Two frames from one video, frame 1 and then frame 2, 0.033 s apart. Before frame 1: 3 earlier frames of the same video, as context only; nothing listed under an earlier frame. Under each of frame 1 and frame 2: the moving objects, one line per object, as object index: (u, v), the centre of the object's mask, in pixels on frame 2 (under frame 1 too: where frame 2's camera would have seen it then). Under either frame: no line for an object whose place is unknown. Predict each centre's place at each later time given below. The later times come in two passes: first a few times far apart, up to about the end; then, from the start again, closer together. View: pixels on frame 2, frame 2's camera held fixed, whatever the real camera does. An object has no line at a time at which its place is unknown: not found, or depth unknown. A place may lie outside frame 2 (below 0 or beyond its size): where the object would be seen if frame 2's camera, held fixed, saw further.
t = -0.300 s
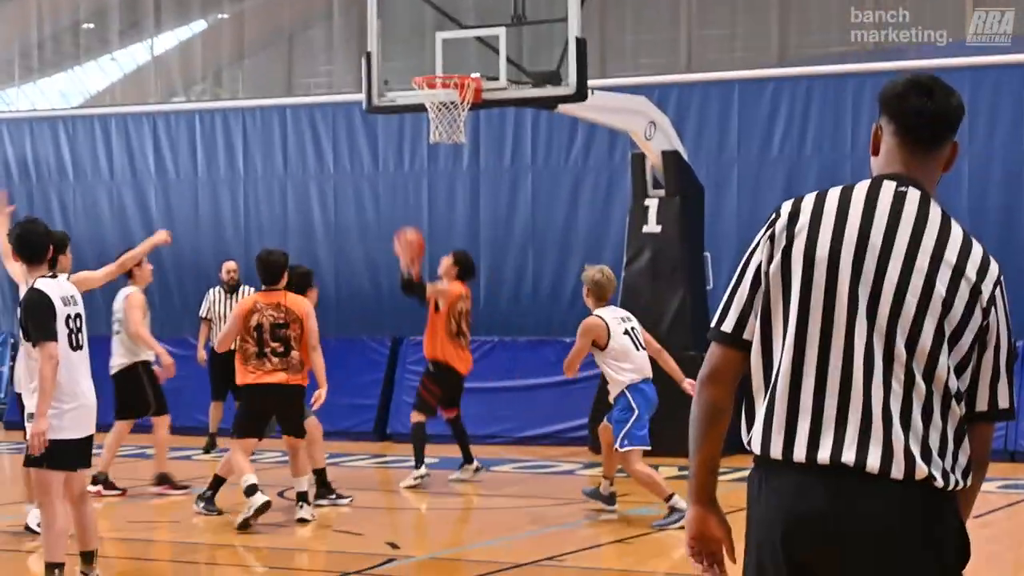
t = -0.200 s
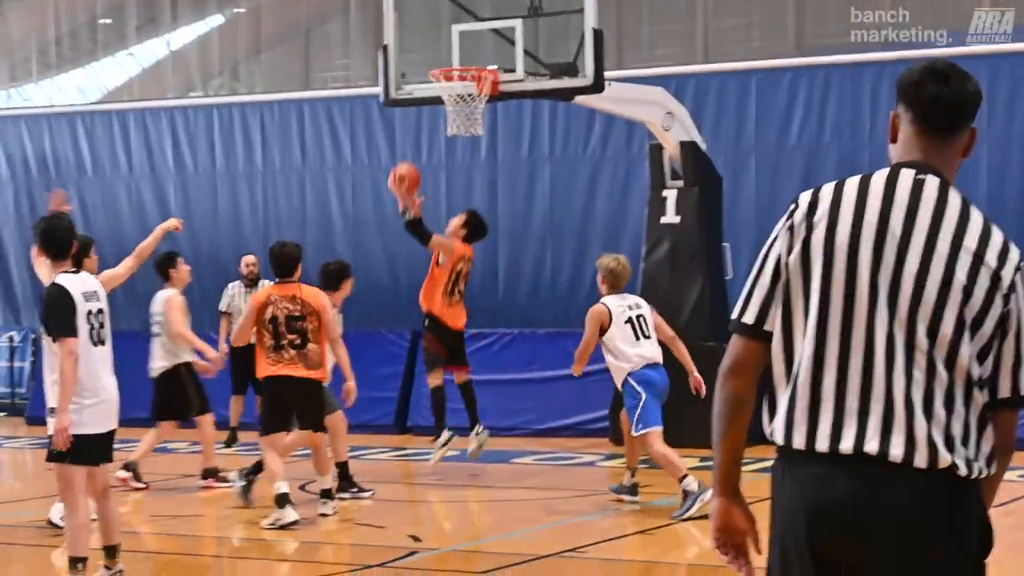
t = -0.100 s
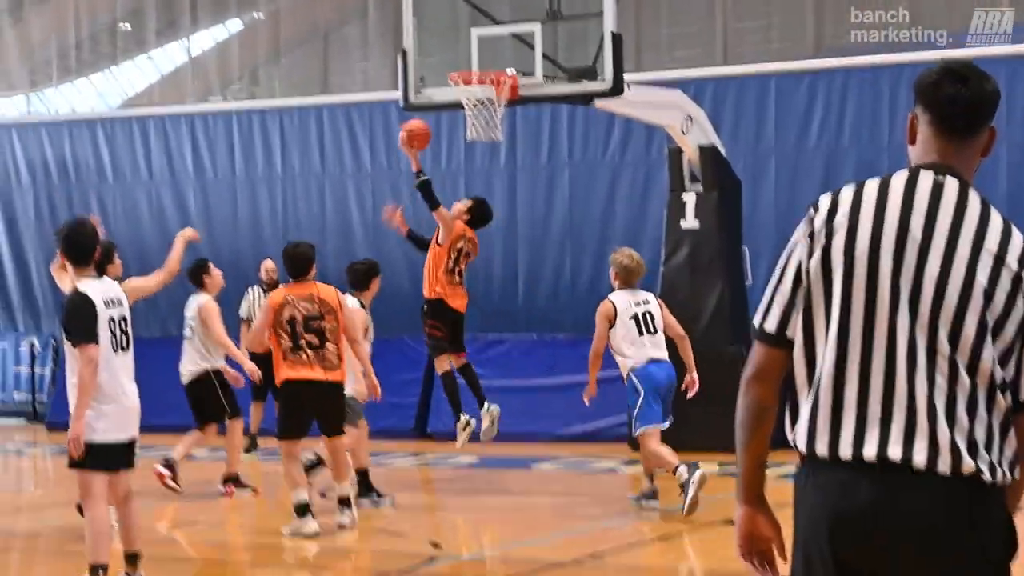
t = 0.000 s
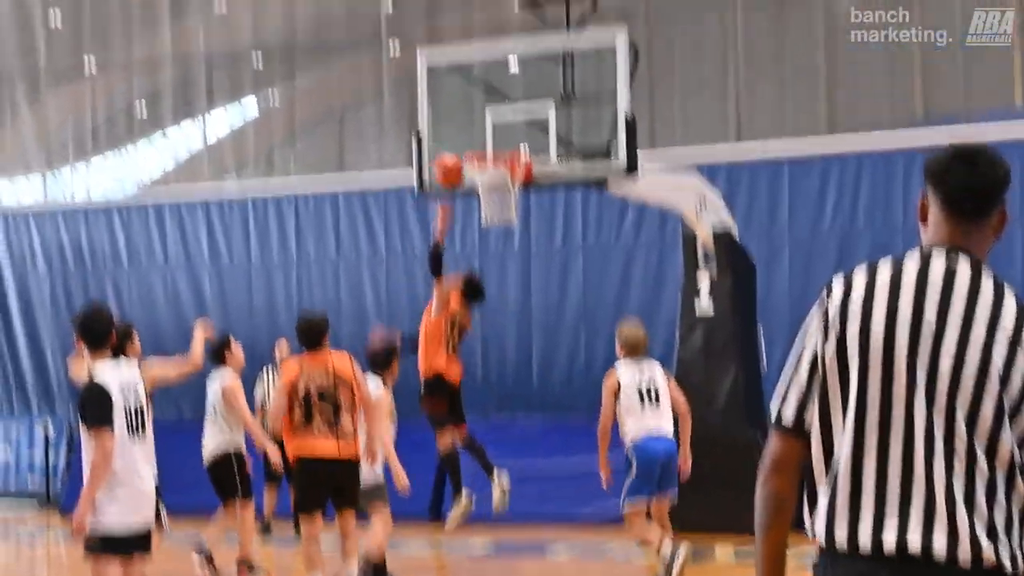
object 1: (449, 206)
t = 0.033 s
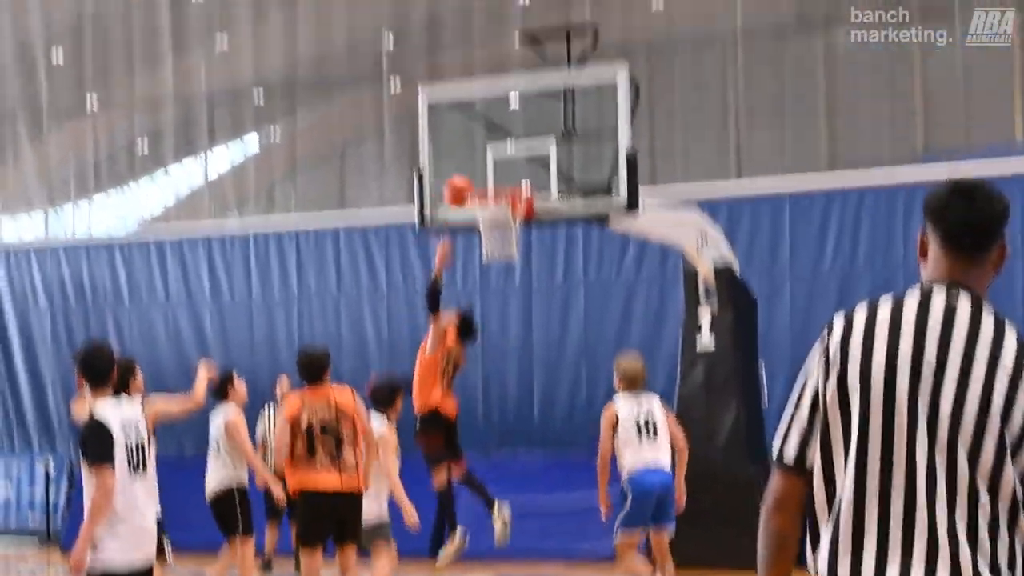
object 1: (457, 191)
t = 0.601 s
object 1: (501, 235)
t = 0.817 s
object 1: (494, 305)
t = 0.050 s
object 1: (463, 184)
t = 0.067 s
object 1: (469, 181)
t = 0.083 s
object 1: (473, 175)
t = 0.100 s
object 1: (477, 170)
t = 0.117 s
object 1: (482, 165)
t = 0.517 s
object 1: (502, 223)
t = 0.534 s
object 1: (501, 226)
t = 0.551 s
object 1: (500, 228)
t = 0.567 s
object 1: (501, 229)
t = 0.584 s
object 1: (501, 233)
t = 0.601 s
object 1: (501, 235)
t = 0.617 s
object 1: (499, 239)
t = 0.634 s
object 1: (499, 244)
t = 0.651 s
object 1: (498, 246)
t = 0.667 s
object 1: (499, 250)
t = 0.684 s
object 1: (498, 255)
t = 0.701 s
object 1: (497, 260)
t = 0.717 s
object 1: (496, 265)
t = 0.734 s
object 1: (496, 271)
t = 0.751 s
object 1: (495, 277)
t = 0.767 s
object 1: (495, 283)
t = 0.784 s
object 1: (495, 290)
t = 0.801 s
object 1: (494, 297)
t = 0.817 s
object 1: (494, 305)
